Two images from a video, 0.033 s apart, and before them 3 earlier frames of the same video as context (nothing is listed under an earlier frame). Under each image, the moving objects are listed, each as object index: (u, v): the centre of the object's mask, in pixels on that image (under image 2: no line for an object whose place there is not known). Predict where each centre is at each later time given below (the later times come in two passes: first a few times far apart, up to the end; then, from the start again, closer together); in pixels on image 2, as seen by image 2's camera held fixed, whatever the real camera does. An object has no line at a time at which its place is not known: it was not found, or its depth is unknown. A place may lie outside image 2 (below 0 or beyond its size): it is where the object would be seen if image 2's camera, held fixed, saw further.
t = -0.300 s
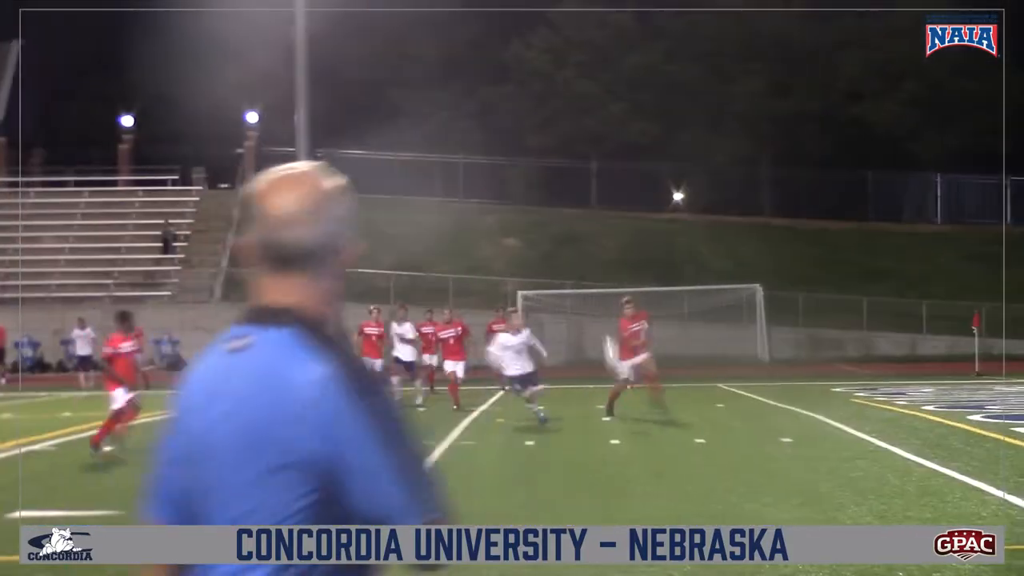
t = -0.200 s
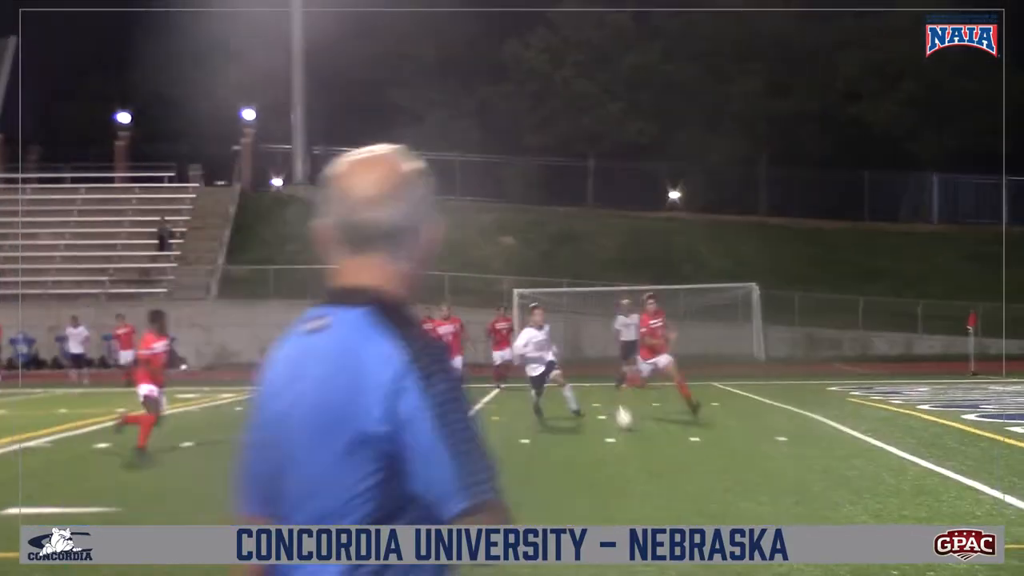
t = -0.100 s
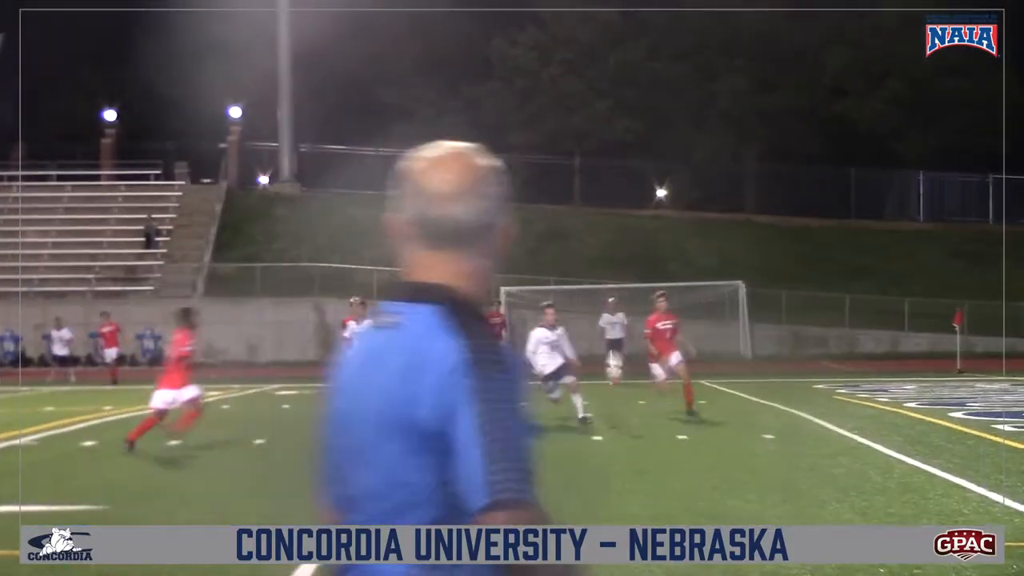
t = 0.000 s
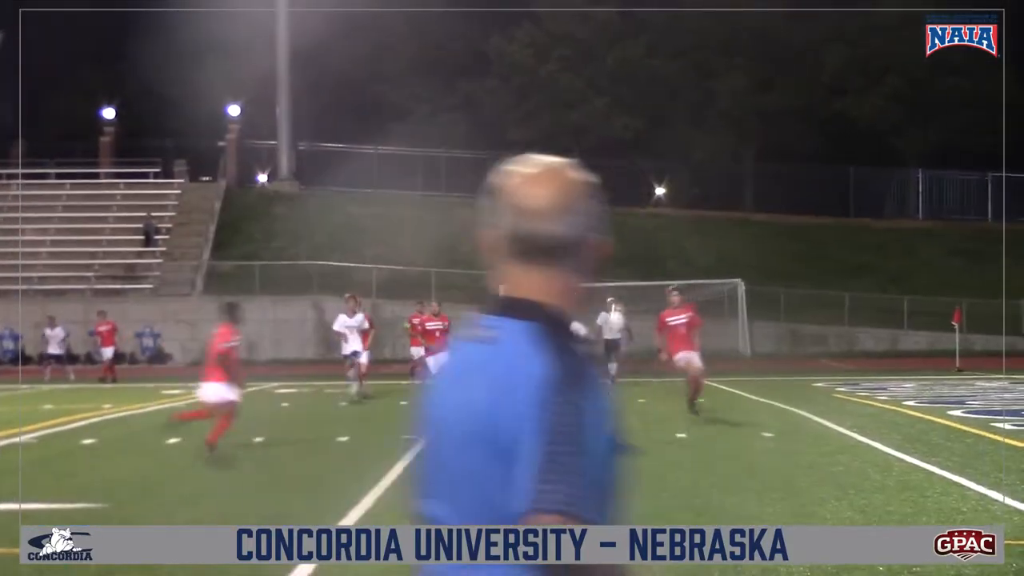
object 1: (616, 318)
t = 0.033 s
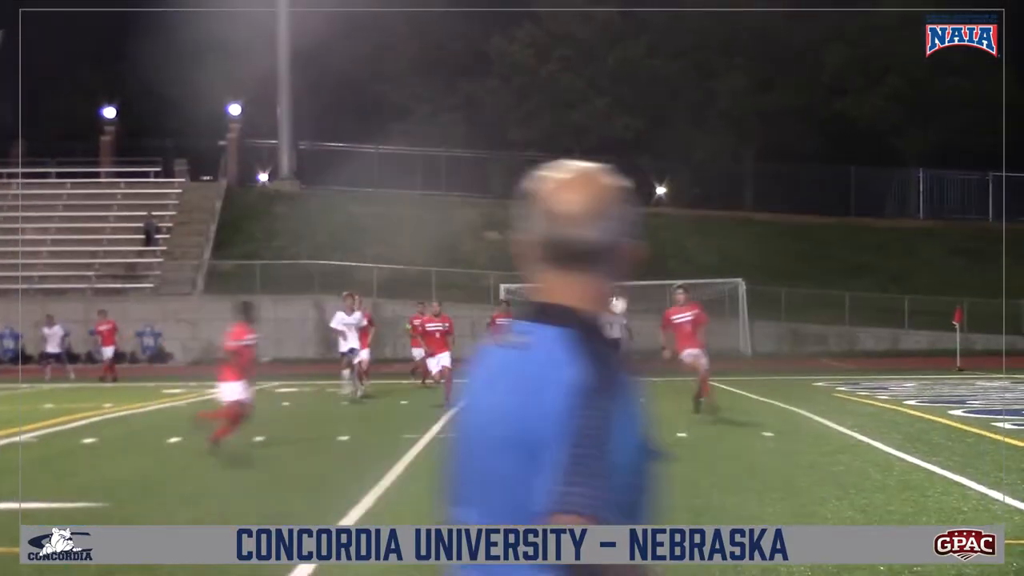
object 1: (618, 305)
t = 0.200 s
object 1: (625, 247)
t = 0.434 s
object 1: (634, 212)
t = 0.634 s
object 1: (641, 224)
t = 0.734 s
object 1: (645, 247)
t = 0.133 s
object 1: (622, 263)
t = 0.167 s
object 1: (623, 256)
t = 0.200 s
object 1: (625, 247)
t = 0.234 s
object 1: (626, 239)
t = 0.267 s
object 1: (628, 231)
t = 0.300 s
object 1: (629, 225)
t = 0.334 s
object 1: (631, 220)
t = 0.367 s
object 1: (631, 216)
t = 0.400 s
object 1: (633, 214)
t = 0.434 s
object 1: (634, 212)
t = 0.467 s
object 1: (636, 211)
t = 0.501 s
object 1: (637, 211)
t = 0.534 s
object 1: (638, 213)
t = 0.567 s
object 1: (639, 216)
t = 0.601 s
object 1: (640, 219)
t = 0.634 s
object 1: (641, 224)
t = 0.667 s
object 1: (642, 230)
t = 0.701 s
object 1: (643, 238)
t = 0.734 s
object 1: (645, 247)
